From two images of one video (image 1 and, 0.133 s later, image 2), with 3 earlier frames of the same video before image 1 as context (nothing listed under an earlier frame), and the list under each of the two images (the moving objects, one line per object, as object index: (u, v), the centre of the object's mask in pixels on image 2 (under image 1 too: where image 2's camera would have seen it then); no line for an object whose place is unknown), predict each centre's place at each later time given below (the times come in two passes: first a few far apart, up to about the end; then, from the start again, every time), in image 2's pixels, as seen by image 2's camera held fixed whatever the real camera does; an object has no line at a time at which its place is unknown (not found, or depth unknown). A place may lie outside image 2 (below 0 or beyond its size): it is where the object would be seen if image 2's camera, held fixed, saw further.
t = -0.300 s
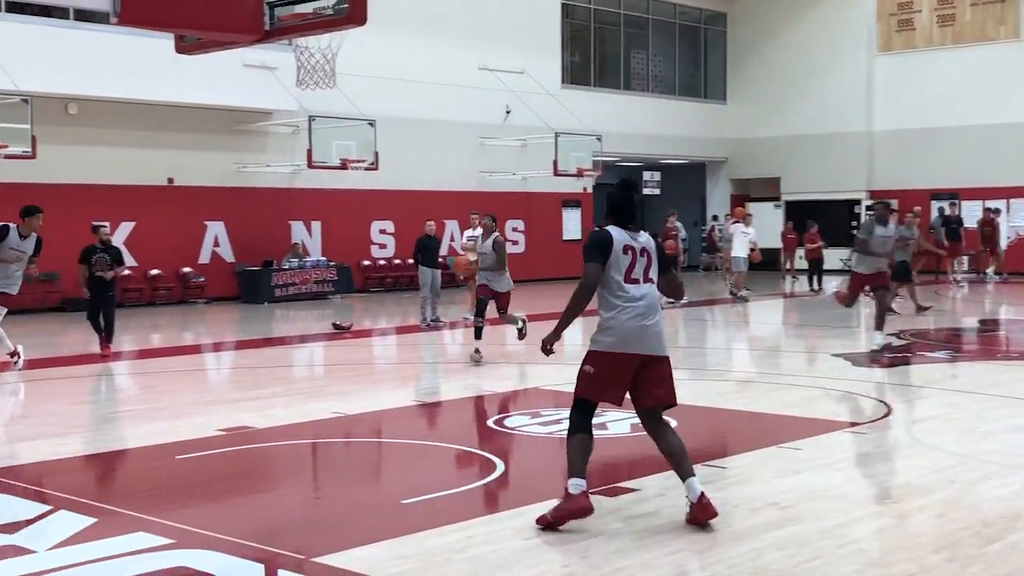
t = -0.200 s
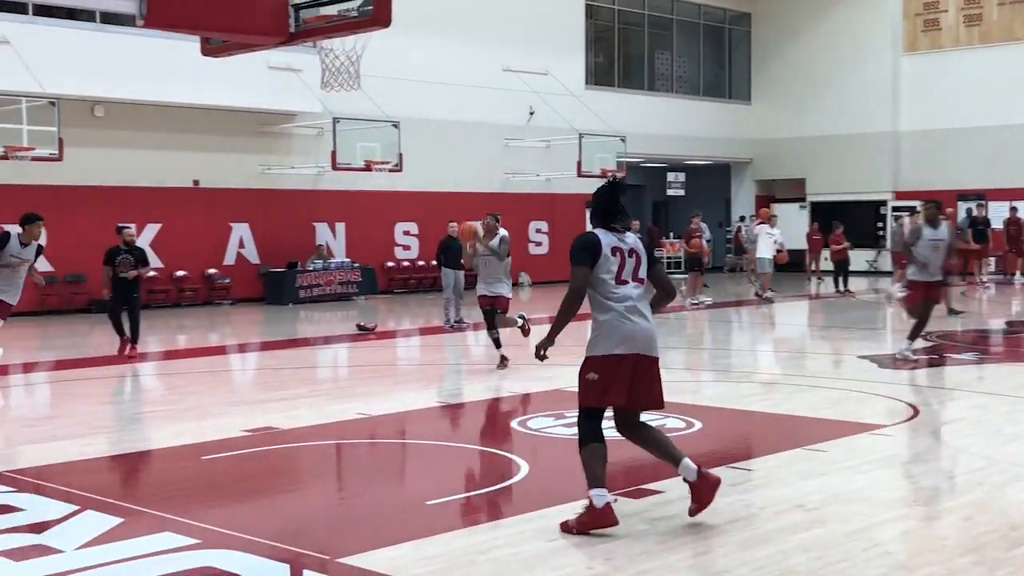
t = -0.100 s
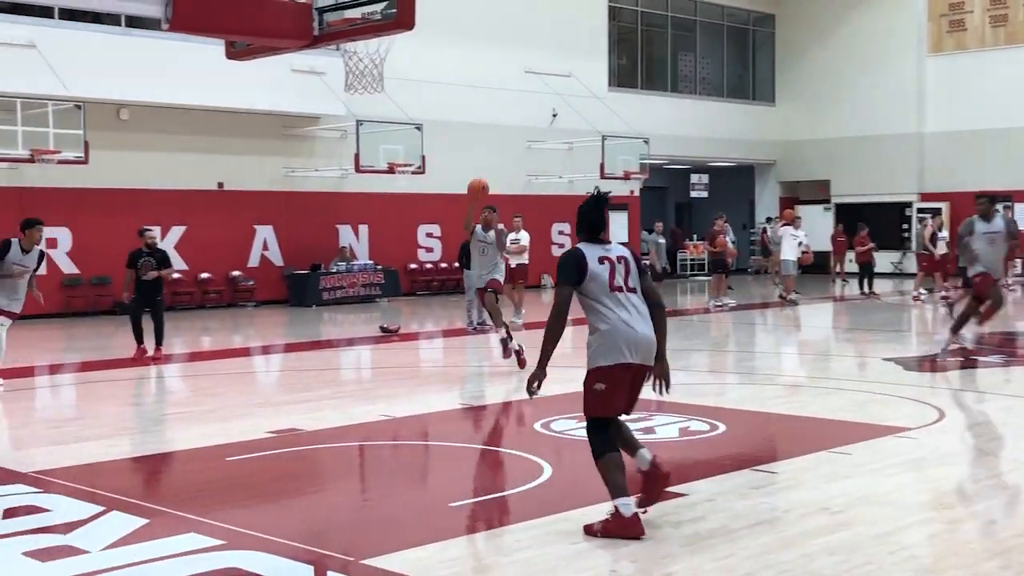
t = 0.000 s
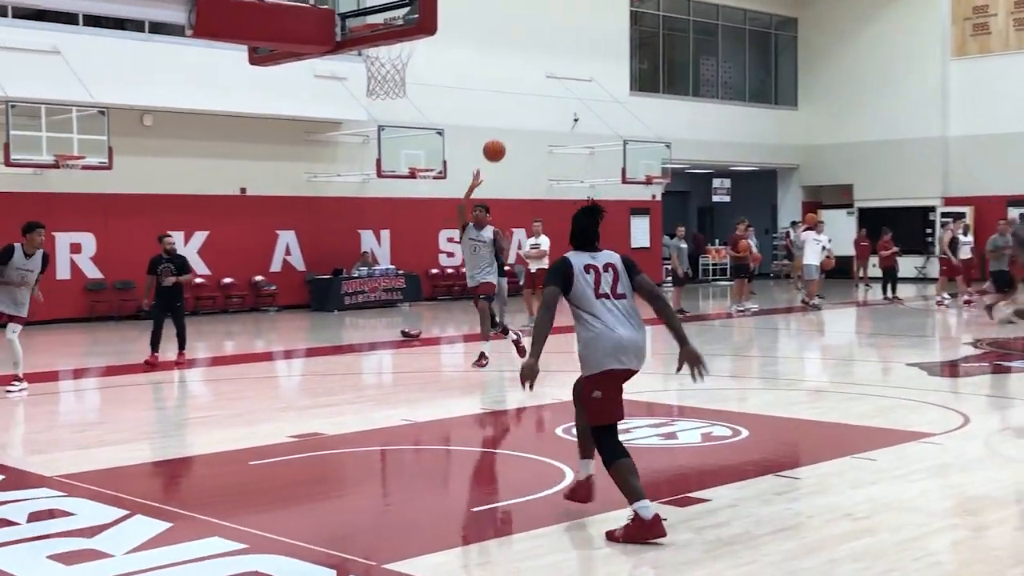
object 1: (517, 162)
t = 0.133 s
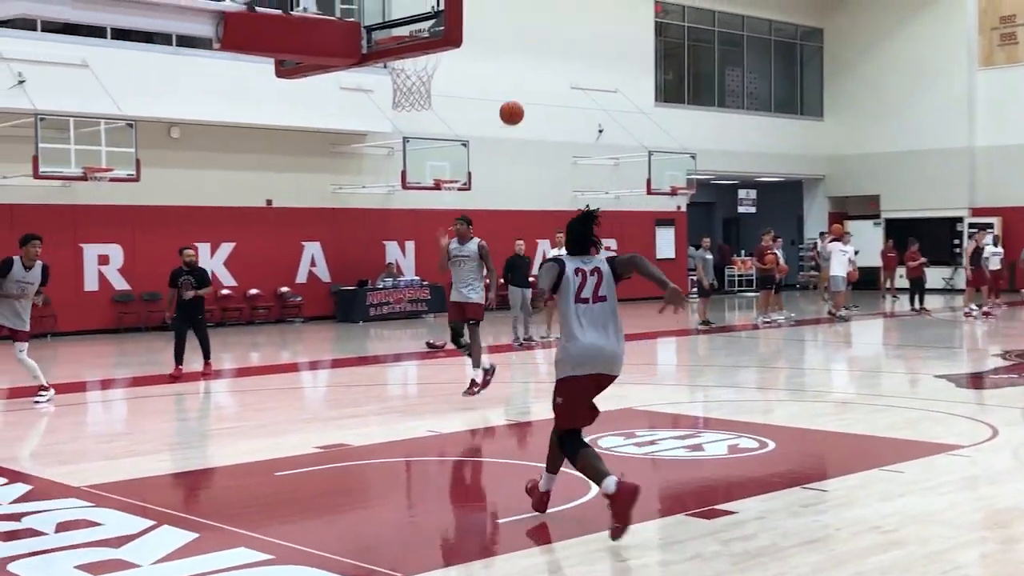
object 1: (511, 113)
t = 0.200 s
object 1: (508, 93)
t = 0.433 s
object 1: (491, 54)
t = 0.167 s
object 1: (510, 102)
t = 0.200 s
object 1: (508, 93)
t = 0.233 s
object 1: (506, 84)
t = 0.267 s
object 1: (504, 77)
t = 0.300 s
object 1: (502, 70)
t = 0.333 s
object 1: (500, 64)
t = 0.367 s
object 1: (497, 60)
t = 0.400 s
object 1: (494, 56)
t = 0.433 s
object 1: (491, 54)
